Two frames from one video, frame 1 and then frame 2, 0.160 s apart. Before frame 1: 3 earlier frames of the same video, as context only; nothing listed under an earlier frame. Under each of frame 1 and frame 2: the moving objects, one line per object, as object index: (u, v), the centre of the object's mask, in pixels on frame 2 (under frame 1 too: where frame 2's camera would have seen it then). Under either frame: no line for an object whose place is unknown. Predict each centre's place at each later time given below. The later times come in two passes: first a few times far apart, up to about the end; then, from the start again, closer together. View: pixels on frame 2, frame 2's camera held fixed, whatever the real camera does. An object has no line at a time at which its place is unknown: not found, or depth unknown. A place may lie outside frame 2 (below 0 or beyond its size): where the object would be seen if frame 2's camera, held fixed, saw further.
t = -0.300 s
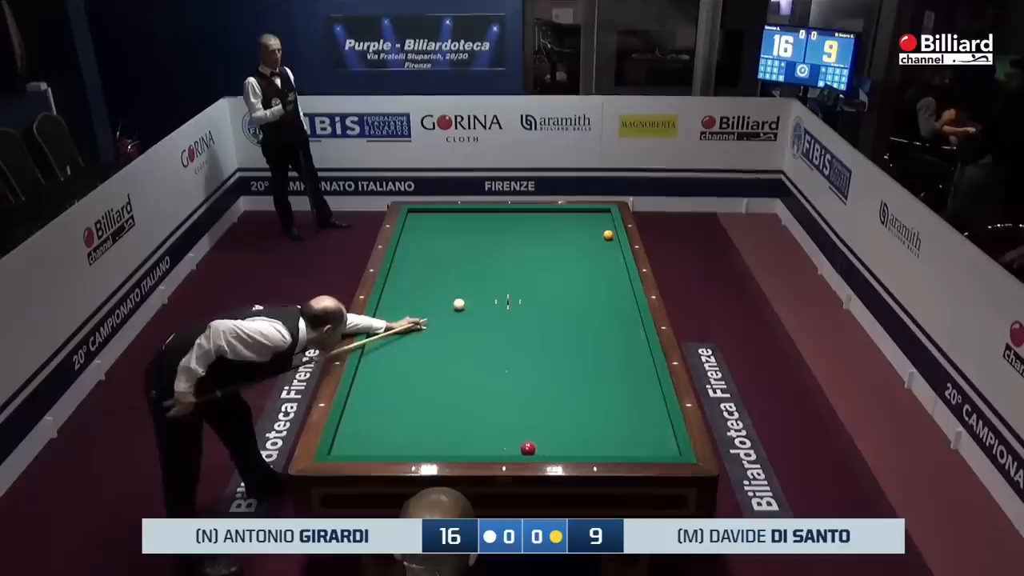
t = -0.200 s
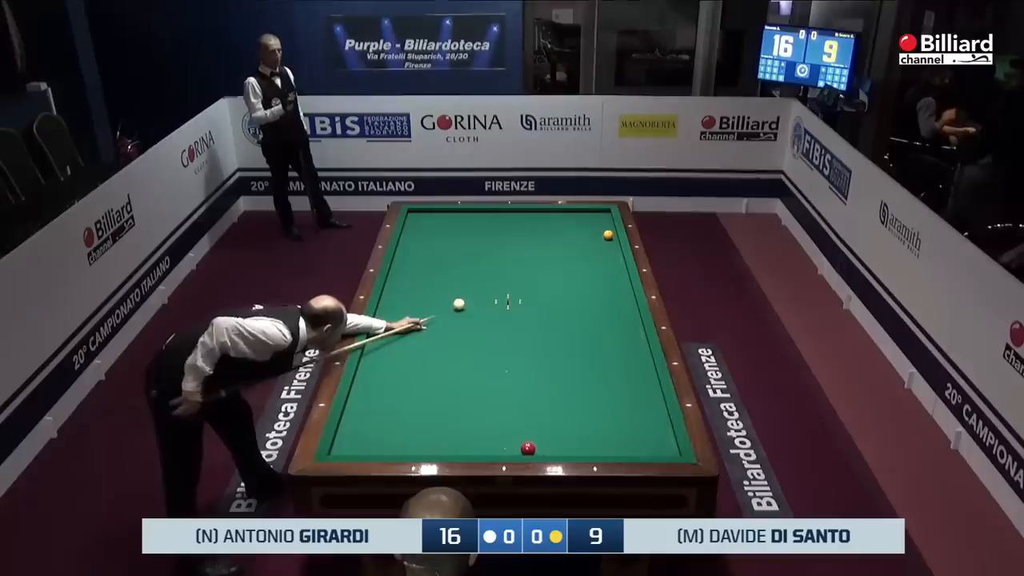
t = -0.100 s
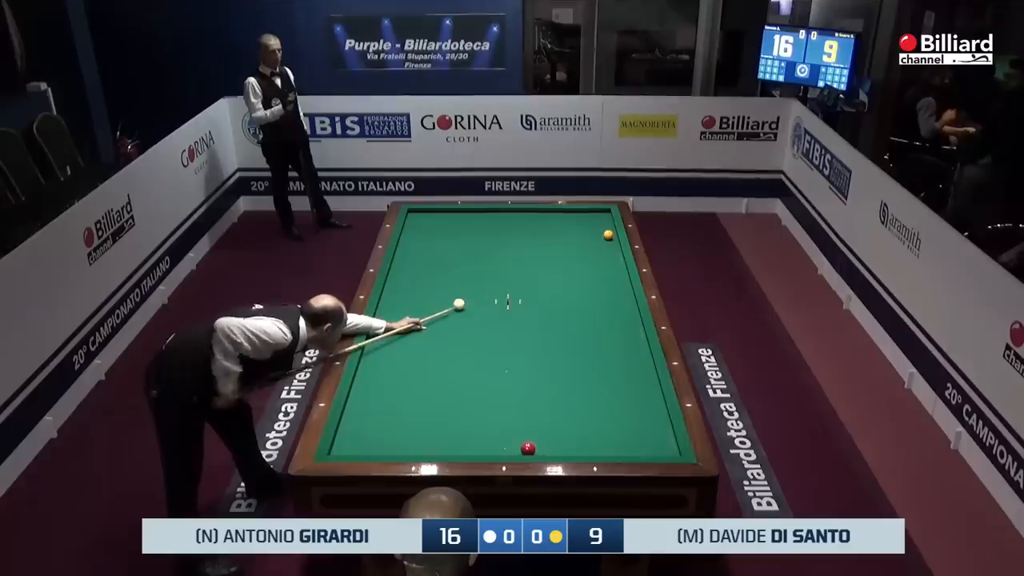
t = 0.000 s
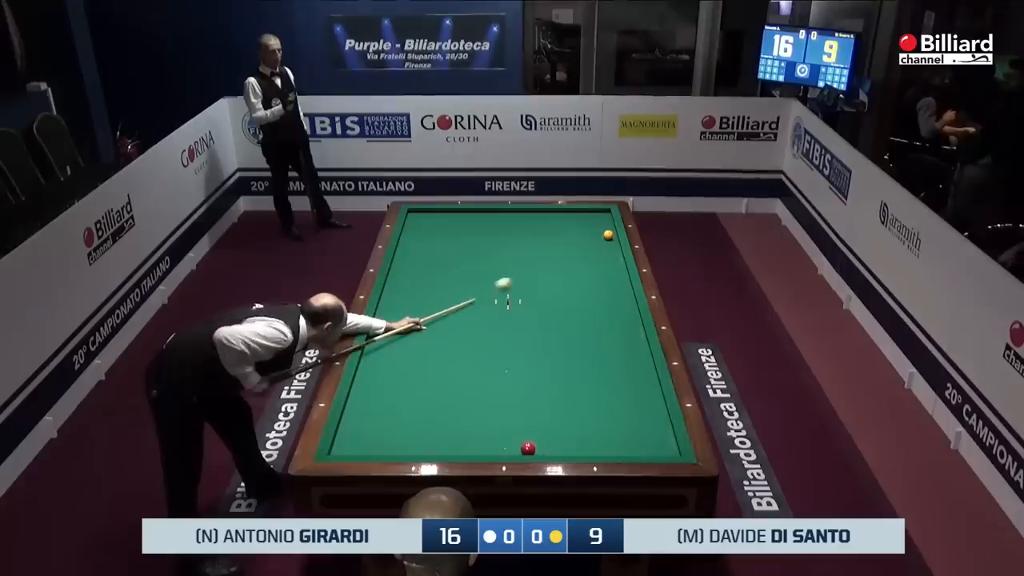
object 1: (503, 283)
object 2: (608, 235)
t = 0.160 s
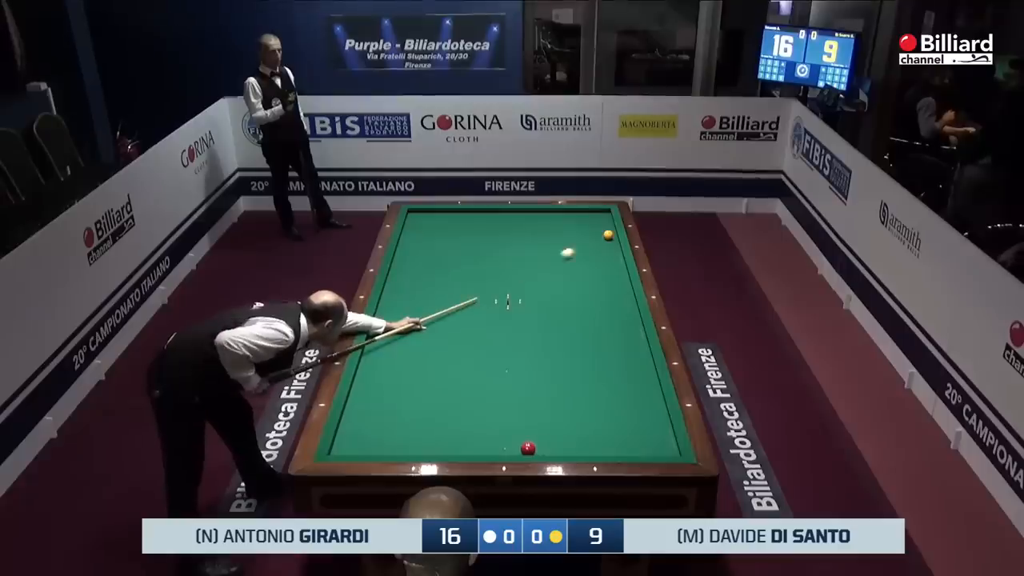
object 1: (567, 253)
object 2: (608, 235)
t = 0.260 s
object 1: (600, 238)
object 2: (609, 235)
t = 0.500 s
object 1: (601, 237)
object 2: (556, 215)
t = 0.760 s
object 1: (599, 236)
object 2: (505, 218)
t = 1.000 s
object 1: (599, 236)
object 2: (460, 228)
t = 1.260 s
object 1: (598, 236)
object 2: (410, 239)
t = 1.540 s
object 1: (598, 236)
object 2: (430, 254)
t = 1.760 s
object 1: (598, 236)
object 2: (452, 266)
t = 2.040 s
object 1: (598, 236)
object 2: (481, 283)
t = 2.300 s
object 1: (598, 236)
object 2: (511, 300)
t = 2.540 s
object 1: (598, 236)
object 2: (540, 316)
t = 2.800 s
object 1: (598, 236)
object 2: (573, 336)
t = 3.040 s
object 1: (598, 236)
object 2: (606, 354)
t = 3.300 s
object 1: (598, 236)
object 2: (645, 377)
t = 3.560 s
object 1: (598, 236)
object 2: (640, 395)
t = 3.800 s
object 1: (598, 236)
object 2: (629, 411)
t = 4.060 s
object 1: (598, 236)
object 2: (615, 430)
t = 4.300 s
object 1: (598, 236)
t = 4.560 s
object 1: (598, 236)
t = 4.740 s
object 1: (598, 236)
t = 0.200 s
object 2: (608, 235)
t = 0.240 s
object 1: (594, 240)
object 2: (608, 235)
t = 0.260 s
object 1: (600, 238)
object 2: (609, 235)
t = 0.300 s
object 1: (602, 237)
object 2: (609, 231)
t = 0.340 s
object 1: (602, 237)
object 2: (597, 226)
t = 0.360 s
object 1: (601, 237)
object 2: (592, 225)
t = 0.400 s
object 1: (601, 237)
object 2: (581, 222)
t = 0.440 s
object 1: (601, 237)
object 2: (571, 219)
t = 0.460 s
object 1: (601, 237)
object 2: (566, 218)
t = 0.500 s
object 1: (601, 237)
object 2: (556, 215)
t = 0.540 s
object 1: (601, 236)
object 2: (548, 212)
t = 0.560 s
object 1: (600, 236)
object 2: (543, 211)
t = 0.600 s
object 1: (600, 236)
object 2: (535, 210)
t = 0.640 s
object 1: (600, 236)
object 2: (527, 213)
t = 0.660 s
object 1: (600, 236)
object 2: (524, 214)
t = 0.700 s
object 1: (600, 236)
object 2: (516, 215)
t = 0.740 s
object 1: (599, 236)
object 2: (508, 217)
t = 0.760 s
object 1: (599, 236)
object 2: (505, 218)
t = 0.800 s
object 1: (599, 236)
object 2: (498, 220)
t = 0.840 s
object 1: (599, 236)
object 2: (490, 221)
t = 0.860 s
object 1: (599, 236)
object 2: (486, 222)
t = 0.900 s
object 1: (599, 236)
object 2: (479, 224)
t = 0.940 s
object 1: (599, 236)
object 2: (472, 225)
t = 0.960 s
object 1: (599, 236)
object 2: (467, 226)
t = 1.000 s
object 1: (599, 236)
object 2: (460, 228)
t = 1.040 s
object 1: (598, 236)
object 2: (453, 229)
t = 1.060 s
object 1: (598, 236)
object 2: (449, 230)
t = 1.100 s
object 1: (598, 236)
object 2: (441, 232)
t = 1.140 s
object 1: (598, 236)
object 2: (433, 234)
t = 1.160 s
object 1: (598, 236)
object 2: (429, 235)
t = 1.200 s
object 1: (598, 236)
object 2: (422, 236)
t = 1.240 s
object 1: (598, 236)
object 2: (414, 238)
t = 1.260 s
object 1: (598, 236)
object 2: (410, 239)
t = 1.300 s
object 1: (598, 236)
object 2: (402, 241)
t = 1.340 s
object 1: (598, 236)
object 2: (407, 243)
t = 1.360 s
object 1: (598, 236)
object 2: (410, 244)
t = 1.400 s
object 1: (598, 236)
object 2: (415, 246)
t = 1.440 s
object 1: (598, 236)
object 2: (419, 248)
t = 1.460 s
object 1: (598, 236)
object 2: (422, 249)
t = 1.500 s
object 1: (598, 236)
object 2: (426, 251)
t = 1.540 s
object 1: (598, 236)
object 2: (430, 254)
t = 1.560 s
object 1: (598, 236)
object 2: (432, 255)
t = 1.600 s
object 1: (598, 236)
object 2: (435, 257)
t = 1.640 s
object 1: (598, 236)
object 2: (440, 259)
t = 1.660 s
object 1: (598, 236)
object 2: (442, 260)
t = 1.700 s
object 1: (598, 236)
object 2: (446, 263)
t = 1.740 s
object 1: (598, 236)
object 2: (449, 265)
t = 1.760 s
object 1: (598, 236)
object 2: (452, 266)
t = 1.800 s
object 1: (598, 236)
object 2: (455, 268)
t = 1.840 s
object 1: (598, 236)
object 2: (460, 271)
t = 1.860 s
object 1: (598, 236)
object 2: (462, 272)
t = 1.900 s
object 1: (598, 236)
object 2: (466, 274)
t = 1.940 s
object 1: (598, 236)
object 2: (470, 277)
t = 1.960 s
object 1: (598, 236)
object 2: (473, 278)
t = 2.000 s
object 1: (598, 236)
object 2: (477, 280)
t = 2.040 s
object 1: (598, 236)
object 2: (481, 283)
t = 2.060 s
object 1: (598, 236)
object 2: (483, 284)
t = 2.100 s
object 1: (598, 236)
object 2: (488, 287)
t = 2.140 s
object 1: (598, 236)
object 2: (492, 289)
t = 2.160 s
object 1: (598, 236)
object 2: (494, 291)
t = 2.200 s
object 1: (598, 236)
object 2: (499, 293)
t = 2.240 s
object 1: (598, 236)
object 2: (504, 296)
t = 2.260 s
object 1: (598, 236)
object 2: (506, 297)
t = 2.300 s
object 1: (598, 236)
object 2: (511, 300)
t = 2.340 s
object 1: (598, 236)
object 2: (516, 302)
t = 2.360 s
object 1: (598, 236)
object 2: (518, 304)
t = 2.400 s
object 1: (598, 236)
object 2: (522, 306)
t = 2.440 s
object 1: (598, 236)
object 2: (528, 309)
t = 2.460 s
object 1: (598, 236)
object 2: (530, 311)
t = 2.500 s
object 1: (598, 236)
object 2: (535, 314)
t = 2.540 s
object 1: (598, 236)
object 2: (540, 316)
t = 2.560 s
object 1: (598, 236)
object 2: (543, 318)
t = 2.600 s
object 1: (598, 236)
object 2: (547, 321)
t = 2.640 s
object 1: (598, 236)
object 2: (552, 323)
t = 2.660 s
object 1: (598, 236)
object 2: (555, 325)
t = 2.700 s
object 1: (598, 236)
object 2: (560, 328)
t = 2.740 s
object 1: (598, 236)
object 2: (565, 331)
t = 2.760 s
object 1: (598, 236)
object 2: (568, 332)
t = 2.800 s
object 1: (598, 236)
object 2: (573, 336)
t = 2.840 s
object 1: (598, 236)
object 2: (579, 338)
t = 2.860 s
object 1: (598, 236)
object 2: (581, 340)
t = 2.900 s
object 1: (598, 236)
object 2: (586, 343)
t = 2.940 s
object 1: (598, 236)
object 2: (592, 346)
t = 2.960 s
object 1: (598, 236)
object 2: (595, 348)
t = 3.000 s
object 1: (598, 236)
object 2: (601, 351)
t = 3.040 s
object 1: (598, 236)
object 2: (606, 354)
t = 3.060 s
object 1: (598, 236)
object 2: (609, 356)
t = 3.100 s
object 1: (598, 236)
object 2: (615, 359)
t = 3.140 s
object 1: (598, 236)
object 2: (621, 363)
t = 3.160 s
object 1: (598, 236)
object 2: (624, 365)
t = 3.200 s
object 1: (598, 236)
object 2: (630, 368)
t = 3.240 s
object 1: (598, 236)
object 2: (636, 371)
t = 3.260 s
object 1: (598, 236)
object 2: (638, 373)
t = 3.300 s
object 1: (598, 236)
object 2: (645, 377)
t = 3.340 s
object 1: (598, 236)
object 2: (651, 380)
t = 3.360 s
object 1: (598, 236)
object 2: (653, 382)
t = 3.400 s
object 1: (598, 236)
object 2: (650, 384)
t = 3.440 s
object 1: (598, 236)
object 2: (647, 387)
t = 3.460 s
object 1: (598, 236)
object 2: (645, 388)
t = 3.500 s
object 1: (598, 236)
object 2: (643, 391)
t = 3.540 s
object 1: (598, 236)
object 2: (641, 394)
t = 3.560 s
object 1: (598, 236)
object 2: (640, 395)
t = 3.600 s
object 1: (598, 236)
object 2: (638, 397)
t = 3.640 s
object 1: (598, 236)
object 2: (636, 400)
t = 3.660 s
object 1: (598, 236)
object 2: (635, 401)
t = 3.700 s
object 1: (598, 236)
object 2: (633, 405)
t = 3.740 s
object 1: (598, 236)
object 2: (631, 407)
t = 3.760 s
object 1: (598, 236)
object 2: (631, 408)
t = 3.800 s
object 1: (598, 236)
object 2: (629, 411)
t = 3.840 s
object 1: (598, 236)
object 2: (626, 414)
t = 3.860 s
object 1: (598, 236)
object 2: (625, 416)
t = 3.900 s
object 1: (598, 236)
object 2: (623, 418)
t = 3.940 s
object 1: (598, 236)
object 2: (621, 421)
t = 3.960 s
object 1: (598, 236)
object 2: (620, 423)
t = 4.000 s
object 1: (598, 236)
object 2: (618, 426)
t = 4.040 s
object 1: (598, 236)
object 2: (616, 429)
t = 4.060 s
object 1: (598, 236)
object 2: (615, 430)
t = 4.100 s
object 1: (598, 236)
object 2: (613, 433)
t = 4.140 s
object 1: (598, 236)
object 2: (611, 436)
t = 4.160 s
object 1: (598, 236)
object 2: (610, 438)
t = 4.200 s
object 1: (598, 236)
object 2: (607, 441)
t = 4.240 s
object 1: (598, 236)
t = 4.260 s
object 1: (598, 236)
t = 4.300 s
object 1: (598, 236)
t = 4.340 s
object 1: (598, 236)
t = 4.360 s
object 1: (598, 236)
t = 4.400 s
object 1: (598, 236)
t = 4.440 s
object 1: (598, 236)
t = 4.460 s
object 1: (598, 236)
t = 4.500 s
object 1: (598, 236)
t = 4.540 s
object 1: (598, 236)
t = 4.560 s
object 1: (598, 236)
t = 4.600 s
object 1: (598, 236)
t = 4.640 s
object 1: (598, 236)
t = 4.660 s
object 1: (598, 236)
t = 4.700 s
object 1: (598, 236)
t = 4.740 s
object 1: (598, 236)
